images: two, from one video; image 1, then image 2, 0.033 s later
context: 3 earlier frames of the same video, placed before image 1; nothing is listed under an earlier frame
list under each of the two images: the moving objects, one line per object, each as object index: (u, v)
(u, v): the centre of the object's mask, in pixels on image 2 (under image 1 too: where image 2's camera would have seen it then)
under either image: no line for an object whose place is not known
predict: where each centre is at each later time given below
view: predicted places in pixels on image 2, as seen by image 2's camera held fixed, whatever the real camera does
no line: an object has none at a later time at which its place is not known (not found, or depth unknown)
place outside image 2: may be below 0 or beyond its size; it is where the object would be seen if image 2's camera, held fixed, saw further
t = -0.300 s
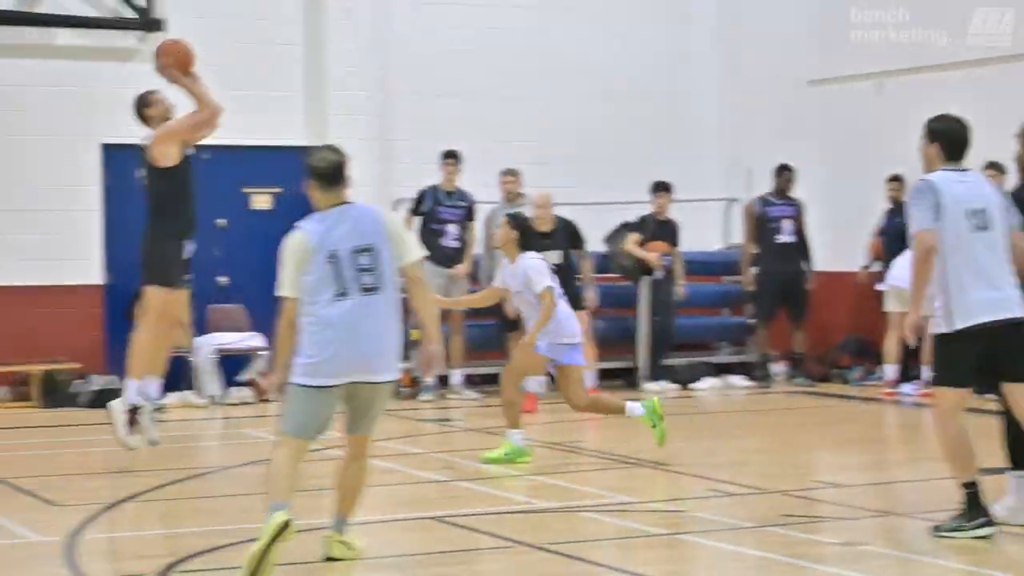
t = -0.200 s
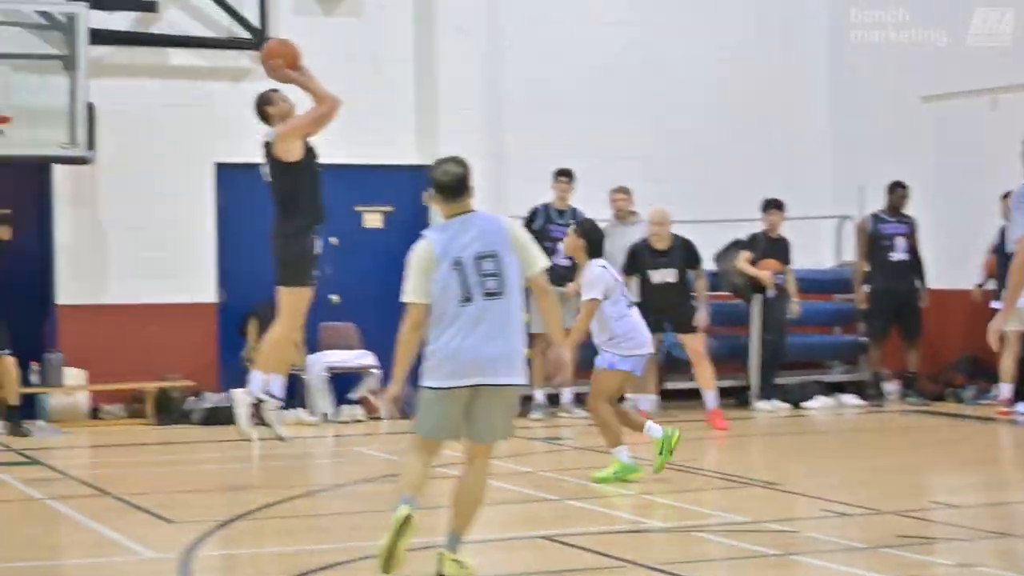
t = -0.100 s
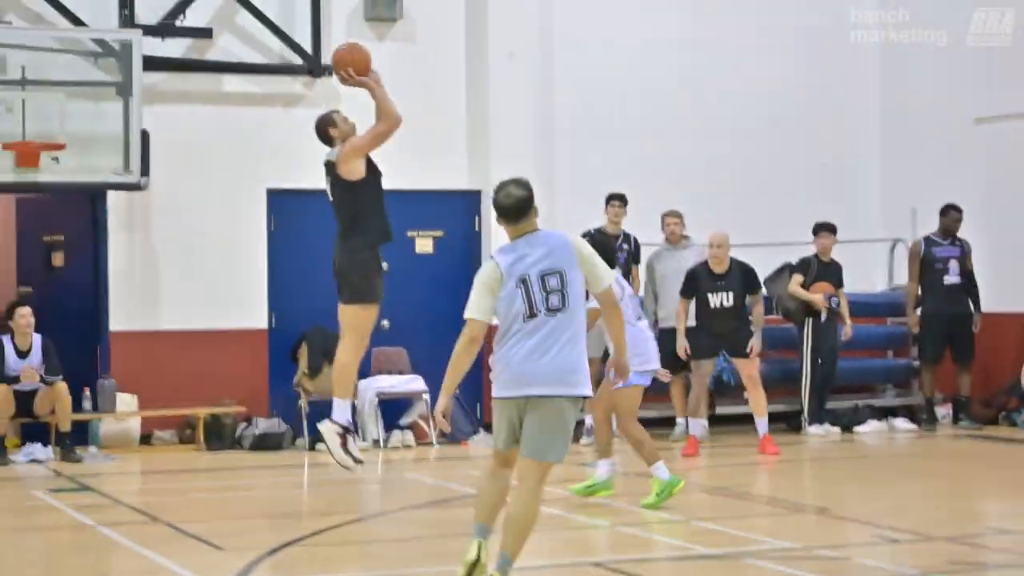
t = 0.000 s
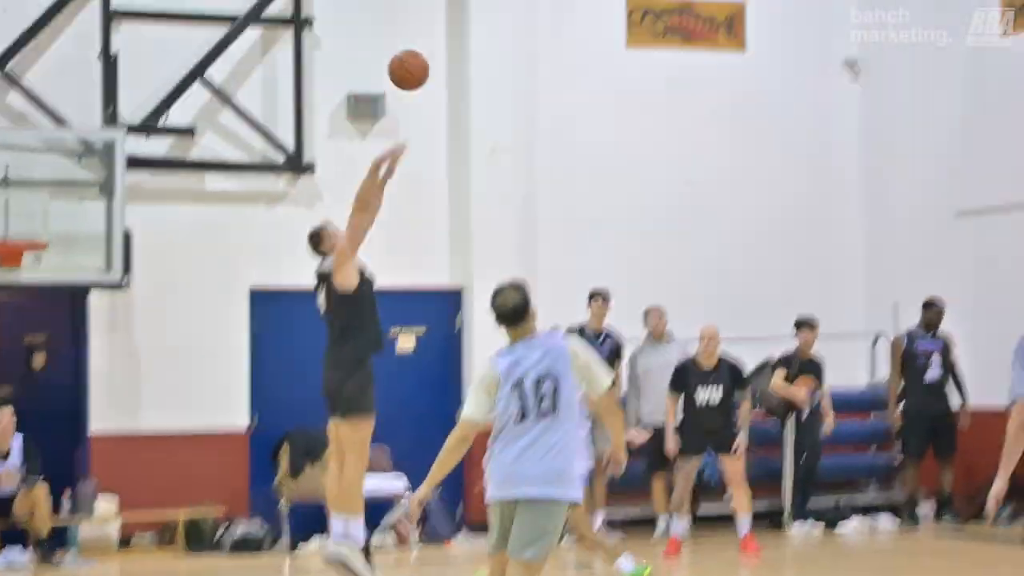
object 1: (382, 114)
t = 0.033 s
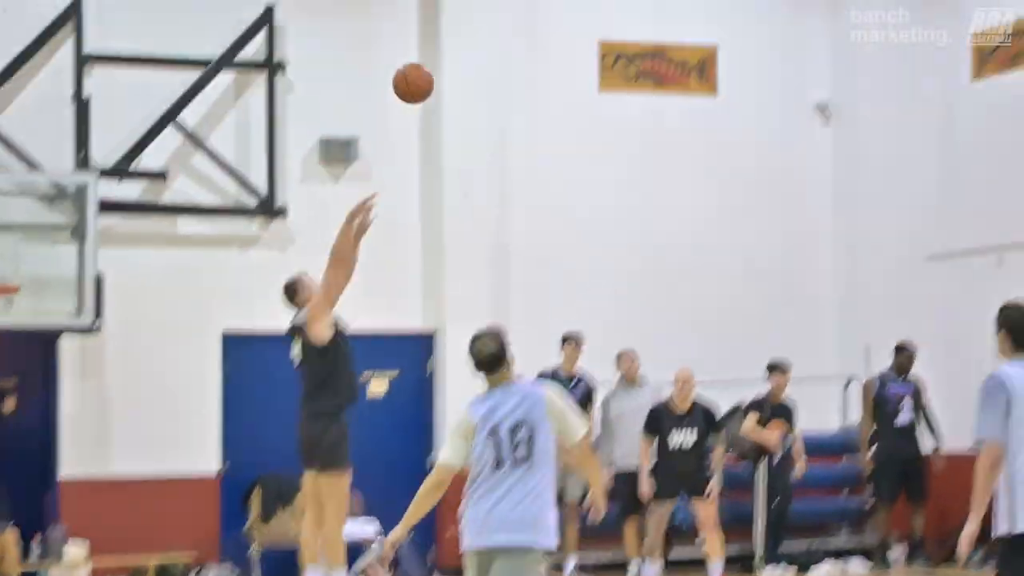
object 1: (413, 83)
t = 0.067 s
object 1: (444, 53)
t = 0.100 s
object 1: (476, 25)
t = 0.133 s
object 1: (508, -2)
